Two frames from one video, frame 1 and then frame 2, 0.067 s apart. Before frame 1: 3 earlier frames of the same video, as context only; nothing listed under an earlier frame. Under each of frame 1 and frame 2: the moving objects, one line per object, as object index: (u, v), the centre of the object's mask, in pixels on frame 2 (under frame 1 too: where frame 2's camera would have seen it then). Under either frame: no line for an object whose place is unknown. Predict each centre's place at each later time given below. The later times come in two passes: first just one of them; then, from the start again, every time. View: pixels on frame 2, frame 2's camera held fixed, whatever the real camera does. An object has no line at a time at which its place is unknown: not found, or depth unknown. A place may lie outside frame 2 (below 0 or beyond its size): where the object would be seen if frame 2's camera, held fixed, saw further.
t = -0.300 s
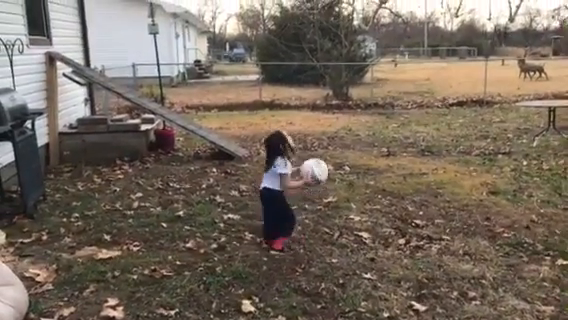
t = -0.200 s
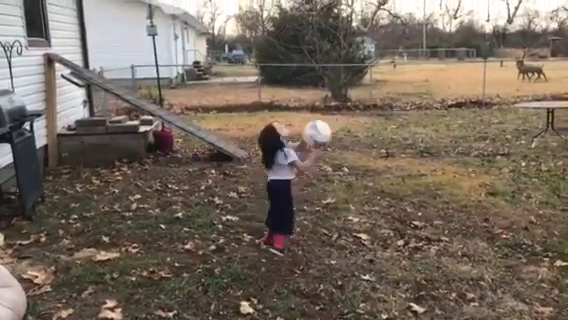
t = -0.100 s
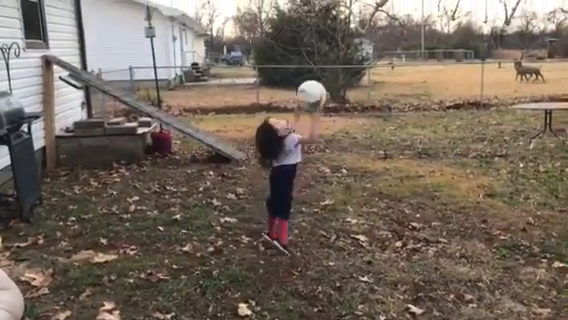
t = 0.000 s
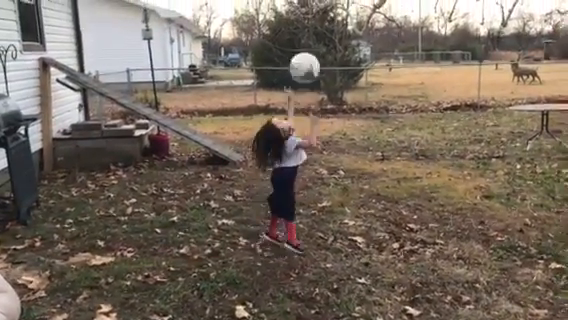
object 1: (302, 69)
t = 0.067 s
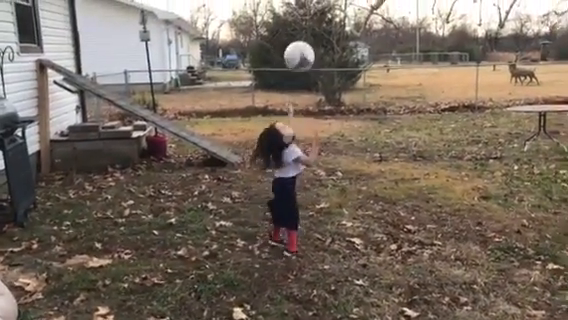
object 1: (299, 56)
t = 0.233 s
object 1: (292, 50)
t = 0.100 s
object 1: (298, 52)
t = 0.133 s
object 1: (296, 49)
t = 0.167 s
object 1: (295, 49)
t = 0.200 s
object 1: (293, 49)
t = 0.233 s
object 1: (292, 50)
